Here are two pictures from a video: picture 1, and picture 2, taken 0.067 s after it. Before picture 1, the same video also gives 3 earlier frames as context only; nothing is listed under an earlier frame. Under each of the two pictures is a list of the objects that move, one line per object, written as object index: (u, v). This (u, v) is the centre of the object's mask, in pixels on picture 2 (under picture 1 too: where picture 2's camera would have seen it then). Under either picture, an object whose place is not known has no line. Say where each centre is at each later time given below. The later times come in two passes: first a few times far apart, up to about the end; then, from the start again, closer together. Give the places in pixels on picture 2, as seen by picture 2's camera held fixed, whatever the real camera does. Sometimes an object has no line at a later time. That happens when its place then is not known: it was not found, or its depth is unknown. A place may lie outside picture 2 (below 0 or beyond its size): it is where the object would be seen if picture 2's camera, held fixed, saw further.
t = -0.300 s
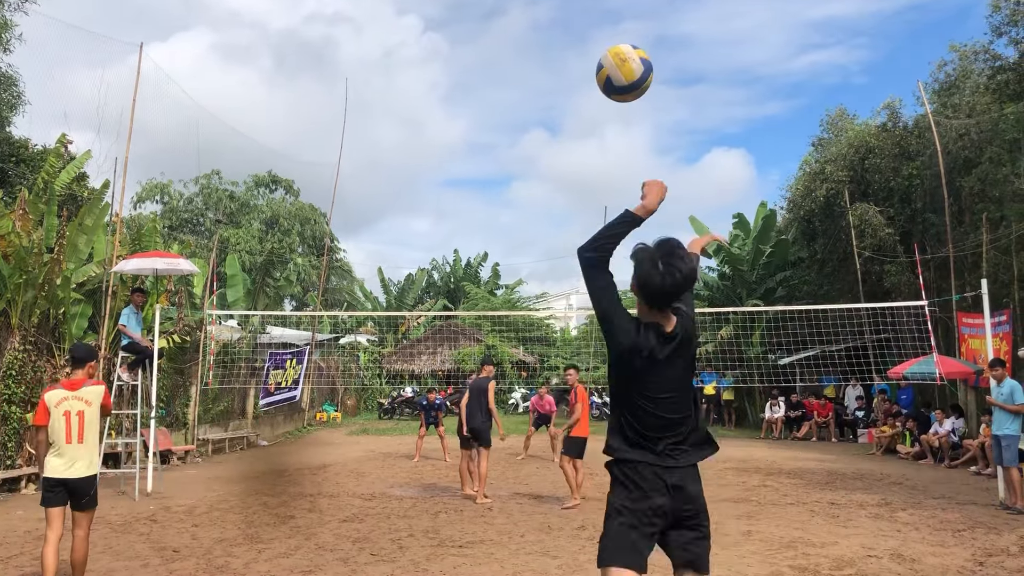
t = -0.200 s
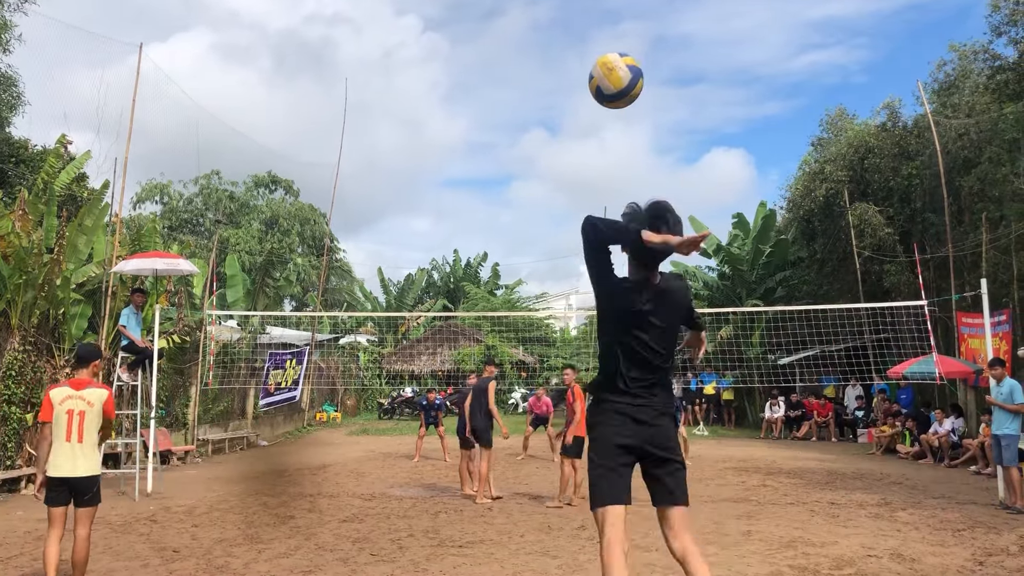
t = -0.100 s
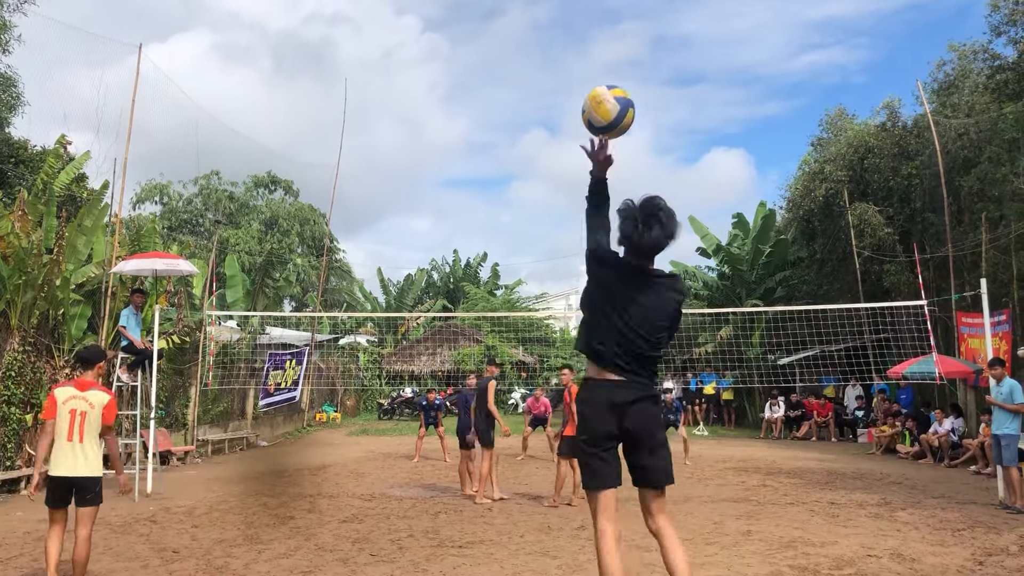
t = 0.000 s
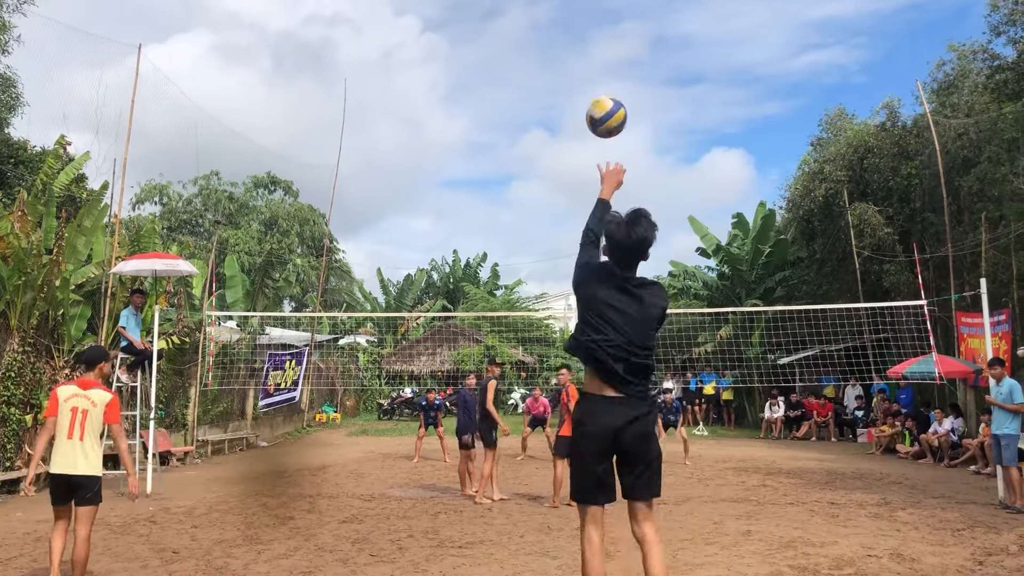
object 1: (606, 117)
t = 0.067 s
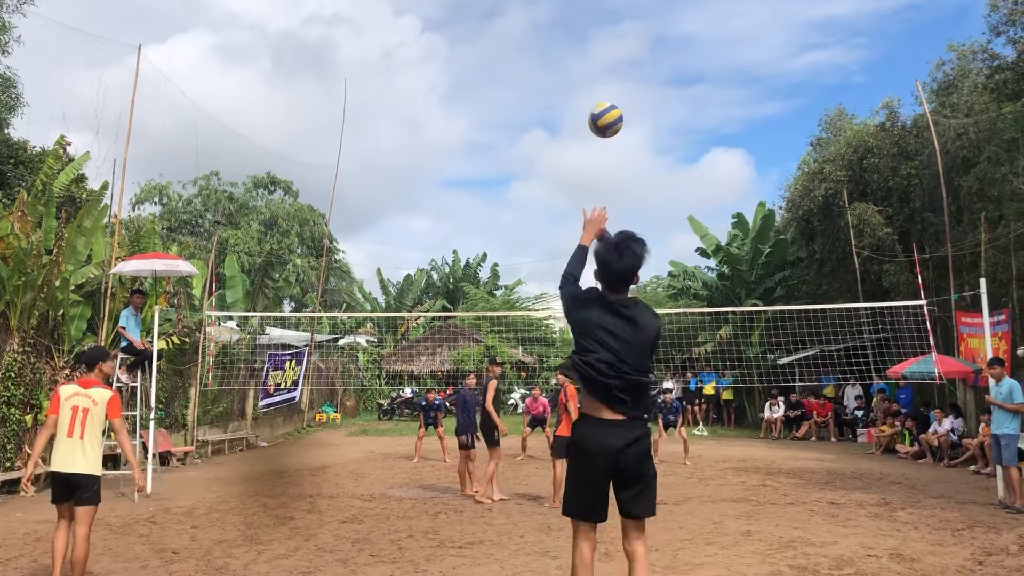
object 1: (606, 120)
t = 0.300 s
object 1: (602, 158)
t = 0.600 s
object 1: (600, 237)
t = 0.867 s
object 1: (598, 307)
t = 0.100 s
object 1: (605, 124)
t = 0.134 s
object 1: (605, 128)
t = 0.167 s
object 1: (604, 133)
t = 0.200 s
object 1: (604, 138)
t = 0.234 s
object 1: (603, 144)
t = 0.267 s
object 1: (603, 151)
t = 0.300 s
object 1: (602, 158)
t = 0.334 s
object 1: (601, 165)
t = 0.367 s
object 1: (600, 174)
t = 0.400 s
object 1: (600, 182)
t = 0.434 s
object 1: (599, 191)
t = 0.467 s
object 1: (599, 200)
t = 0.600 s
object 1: (600, 237)
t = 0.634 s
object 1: (600, 247)
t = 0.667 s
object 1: (600, 256)
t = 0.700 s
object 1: (600, 266)
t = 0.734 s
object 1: (599, 275)
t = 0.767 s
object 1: (599, 285)
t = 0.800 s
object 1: (600, 294)
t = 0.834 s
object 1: (599, 302)
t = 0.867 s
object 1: (598, 307)
